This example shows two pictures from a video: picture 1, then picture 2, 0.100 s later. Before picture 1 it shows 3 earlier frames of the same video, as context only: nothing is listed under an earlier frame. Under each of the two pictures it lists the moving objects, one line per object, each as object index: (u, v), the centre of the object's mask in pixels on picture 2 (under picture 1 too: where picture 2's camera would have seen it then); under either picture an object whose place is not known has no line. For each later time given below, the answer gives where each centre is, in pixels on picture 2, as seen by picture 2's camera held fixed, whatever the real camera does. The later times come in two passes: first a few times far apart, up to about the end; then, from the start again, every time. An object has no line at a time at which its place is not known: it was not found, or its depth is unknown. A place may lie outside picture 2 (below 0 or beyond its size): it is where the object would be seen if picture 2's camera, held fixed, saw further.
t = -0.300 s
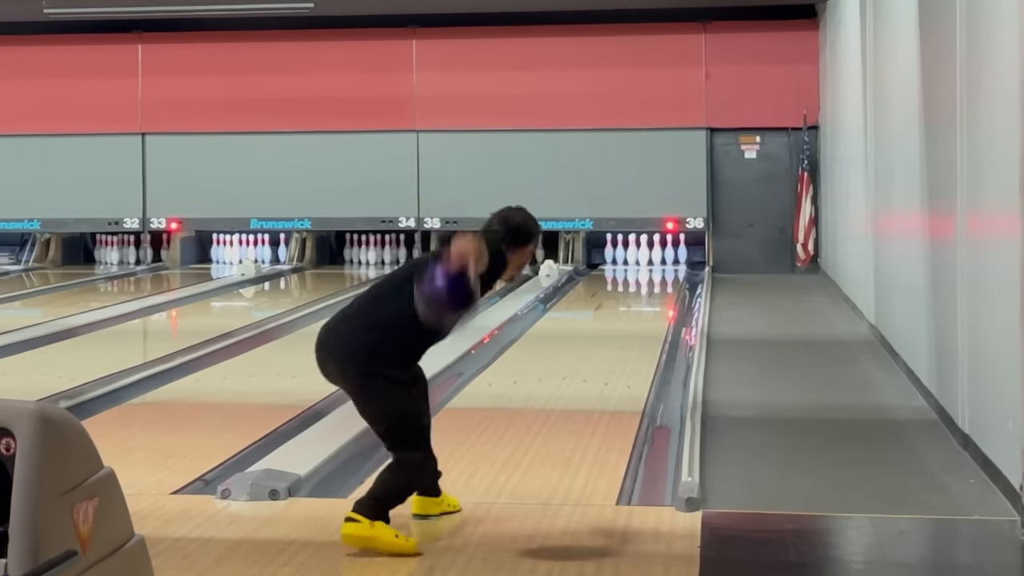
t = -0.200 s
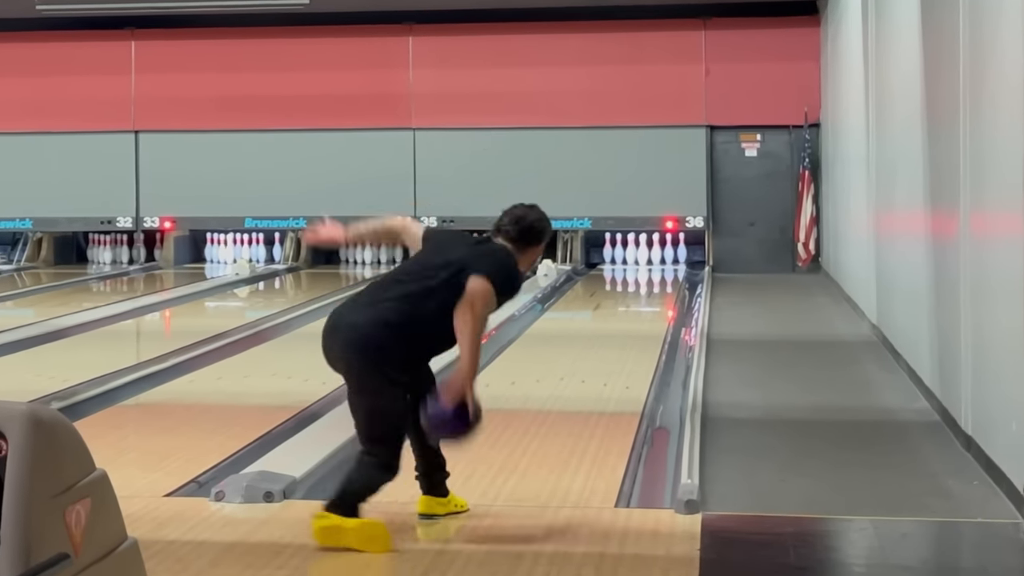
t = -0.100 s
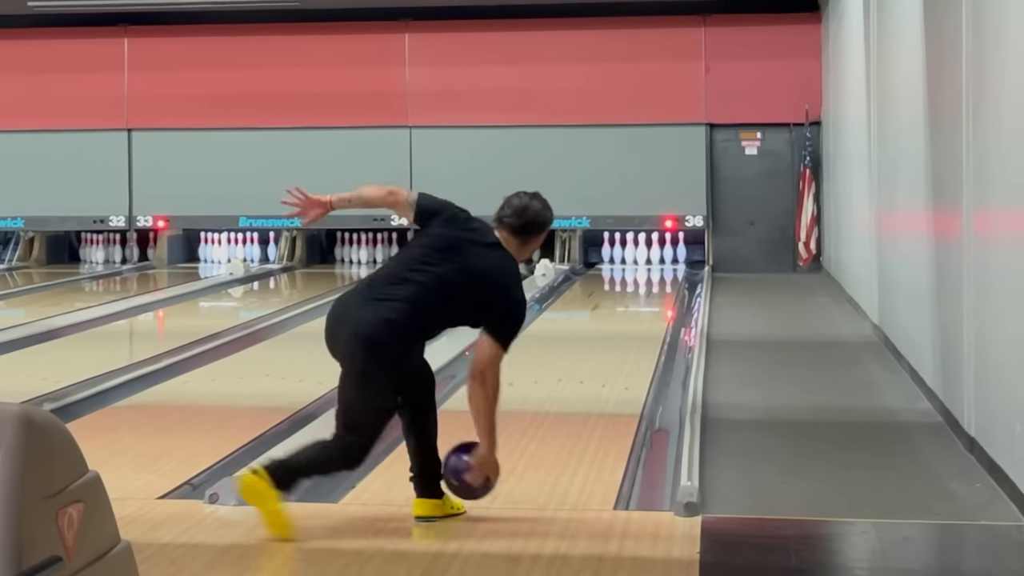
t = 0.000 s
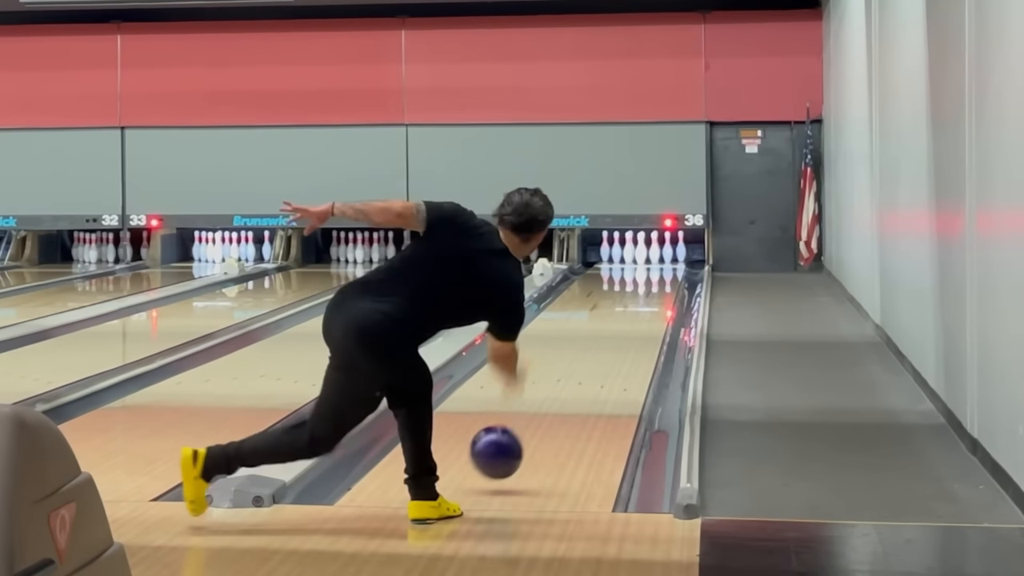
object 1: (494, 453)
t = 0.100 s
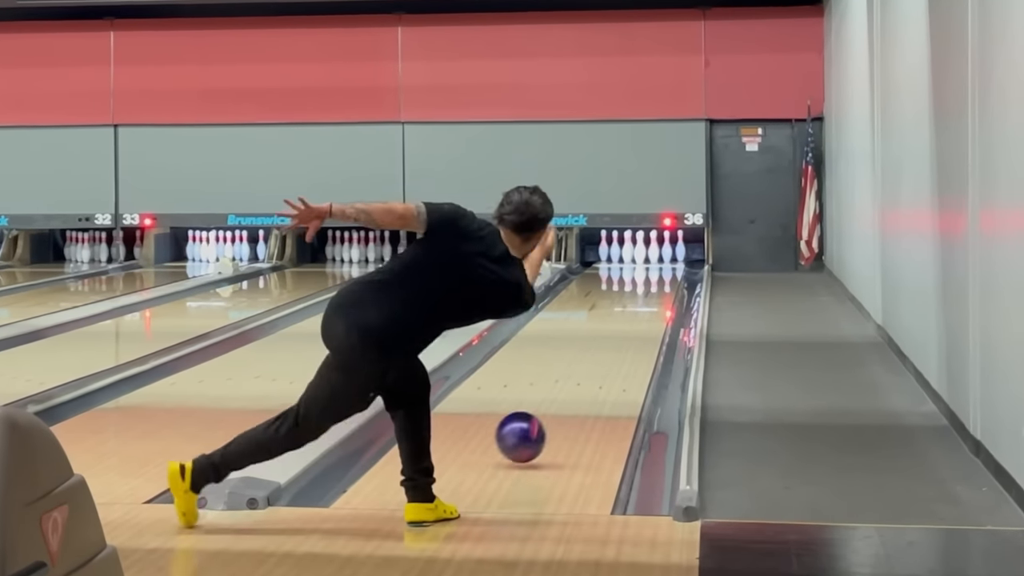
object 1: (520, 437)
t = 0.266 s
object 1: (556, 409)
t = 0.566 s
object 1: (599, 365)
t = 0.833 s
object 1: (624, 338)
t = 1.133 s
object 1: (642, 314)
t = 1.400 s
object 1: (651, 297)
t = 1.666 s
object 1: (655, 284)
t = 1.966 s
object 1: (654, 271)
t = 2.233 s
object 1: (650, 262)
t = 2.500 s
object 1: (642, 255)
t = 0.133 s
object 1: (529, 435)
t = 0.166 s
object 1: (536, 427)
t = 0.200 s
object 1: (543, 421)
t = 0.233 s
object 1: (549, 415)
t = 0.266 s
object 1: (556, 409)
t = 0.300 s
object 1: (562, 402)
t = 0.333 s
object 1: (567, 397)
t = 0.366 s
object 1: (572, 391)
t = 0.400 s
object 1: (577, 387)
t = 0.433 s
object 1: (582, 382)
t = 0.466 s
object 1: (586, 378)
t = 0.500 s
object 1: (591, 373)
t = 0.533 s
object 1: (595, 369)
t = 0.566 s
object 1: (599, 365)
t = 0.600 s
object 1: (602, 362)
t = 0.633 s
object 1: (606, 358)
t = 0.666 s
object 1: (609, 355)
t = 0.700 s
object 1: (612, 351)
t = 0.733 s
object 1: (615, 348)
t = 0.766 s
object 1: (618, 345)
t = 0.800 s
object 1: (621, 342)
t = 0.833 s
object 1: (624, 338)
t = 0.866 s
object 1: (626, 335)
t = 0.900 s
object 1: (628, 332)
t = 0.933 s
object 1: (630, 330)
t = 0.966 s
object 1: (633, 327)
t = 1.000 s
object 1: (635, 324)
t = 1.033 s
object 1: (637, 321)
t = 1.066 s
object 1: (639, 319)
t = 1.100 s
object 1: (640, 316)
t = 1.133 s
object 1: (642, 314)
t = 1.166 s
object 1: (643, 311)
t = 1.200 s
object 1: (645, 309)
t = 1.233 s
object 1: (646, 307)
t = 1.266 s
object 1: (647, 305)
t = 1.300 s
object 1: (648, 303)
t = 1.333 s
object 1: (649, 301)
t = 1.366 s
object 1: (650, 299)
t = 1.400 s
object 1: (651, 297)
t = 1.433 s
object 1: (651, 295)
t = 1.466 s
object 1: (652, 293)
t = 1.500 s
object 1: (653, 292)
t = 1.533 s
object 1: (653, 290)
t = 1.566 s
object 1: (654, 288)
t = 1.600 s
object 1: (654, 287)
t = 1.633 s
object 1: (655, 285)
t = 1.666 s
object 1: (655, 284)
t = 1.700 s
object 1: (655, 282)
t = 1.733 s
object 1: (655, 280)
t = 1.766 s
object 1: (655, 279)
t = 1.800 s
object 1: (655, 278)
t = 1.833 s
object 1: (654, 276)
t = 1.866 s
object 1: (654, 275)
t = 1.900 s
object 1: (654, 274)
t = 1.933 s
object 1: (654, 273)
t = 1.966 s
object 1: (654, 271)
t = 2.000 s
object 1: (653, 270)
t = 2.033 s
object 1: (652, 269)
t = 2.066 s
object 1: (652, 268)
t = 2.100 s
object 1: (652, 266)
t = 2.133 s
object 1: (651, 265)
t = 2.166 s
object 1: (651, 264)
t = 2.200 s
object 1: (650, 264)
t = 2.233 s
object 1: (650, 262)
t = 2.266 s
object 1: (649, 261)
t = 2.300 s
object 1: (648, 261)
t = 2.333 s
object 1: (647, 260)
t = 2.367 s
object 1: (646, 259)
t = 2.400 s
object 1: (645, 258)
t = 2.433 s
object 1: (644, 257)
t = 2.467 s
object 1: (643, 256)
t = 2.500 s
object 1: (642, 255)
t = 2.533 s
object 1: (641, 254)
